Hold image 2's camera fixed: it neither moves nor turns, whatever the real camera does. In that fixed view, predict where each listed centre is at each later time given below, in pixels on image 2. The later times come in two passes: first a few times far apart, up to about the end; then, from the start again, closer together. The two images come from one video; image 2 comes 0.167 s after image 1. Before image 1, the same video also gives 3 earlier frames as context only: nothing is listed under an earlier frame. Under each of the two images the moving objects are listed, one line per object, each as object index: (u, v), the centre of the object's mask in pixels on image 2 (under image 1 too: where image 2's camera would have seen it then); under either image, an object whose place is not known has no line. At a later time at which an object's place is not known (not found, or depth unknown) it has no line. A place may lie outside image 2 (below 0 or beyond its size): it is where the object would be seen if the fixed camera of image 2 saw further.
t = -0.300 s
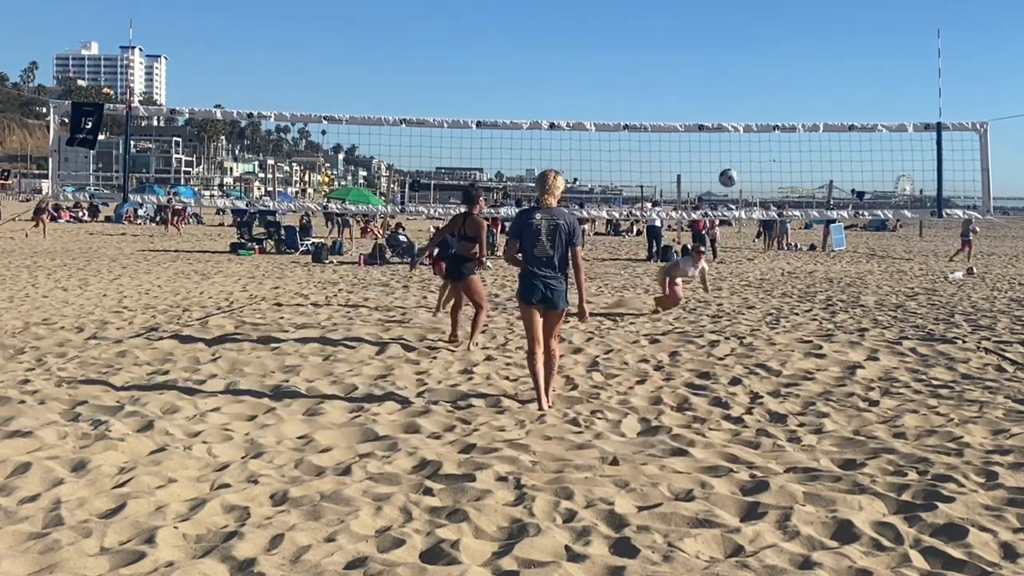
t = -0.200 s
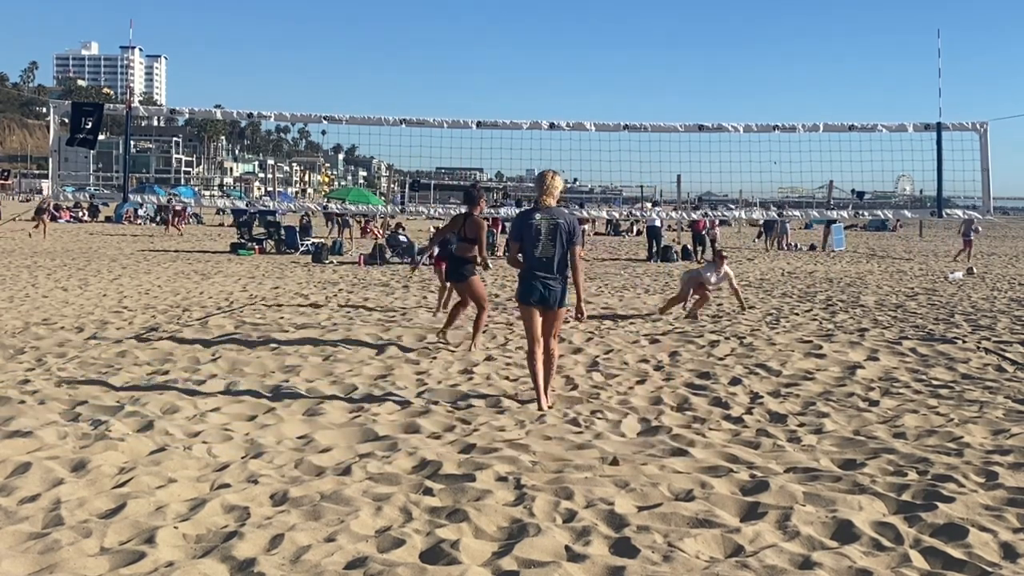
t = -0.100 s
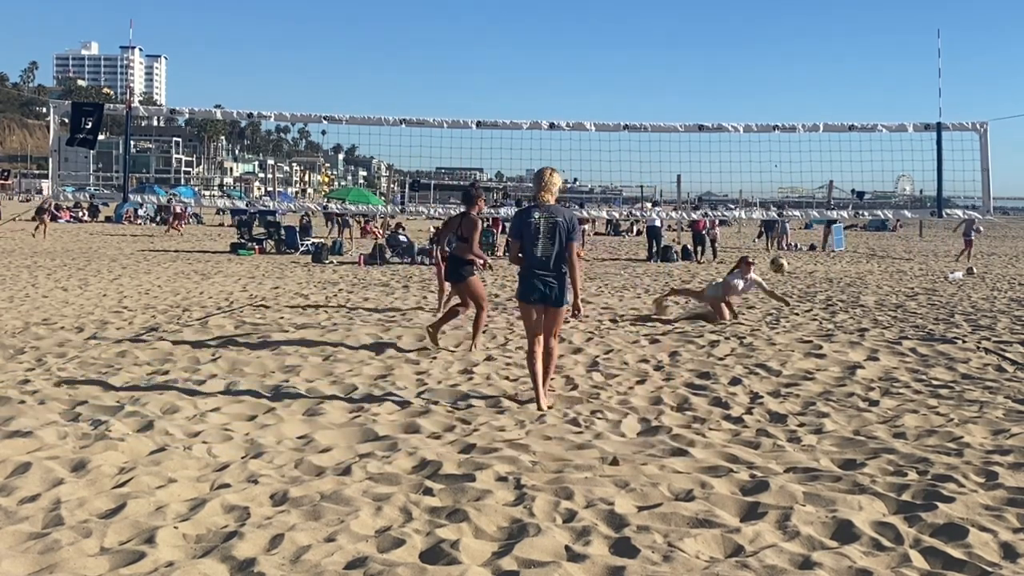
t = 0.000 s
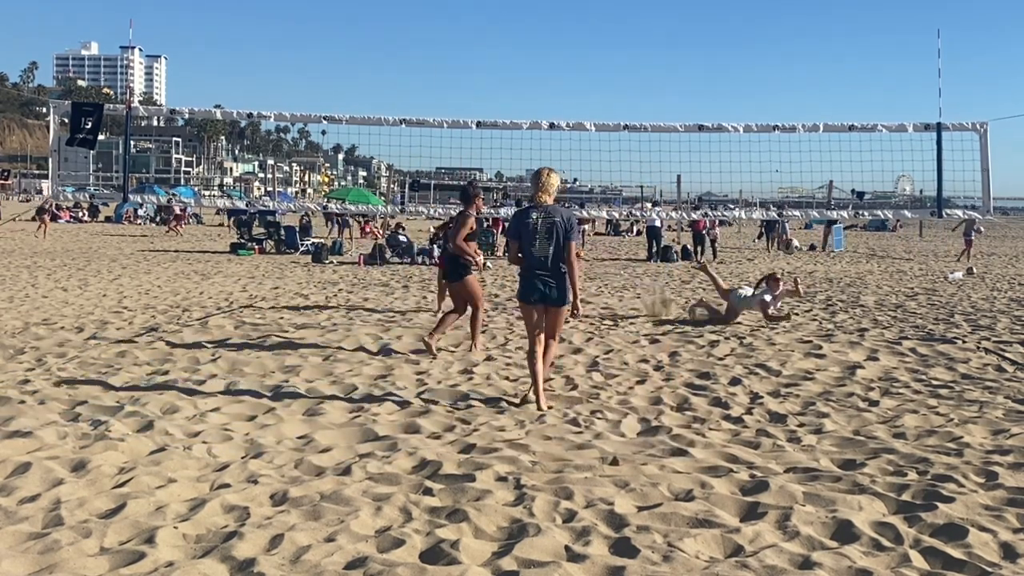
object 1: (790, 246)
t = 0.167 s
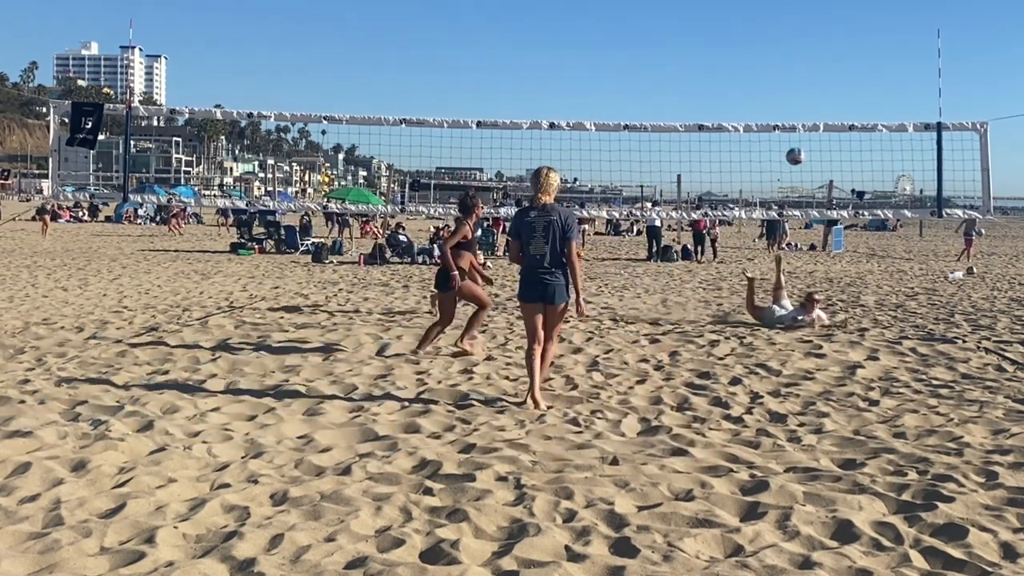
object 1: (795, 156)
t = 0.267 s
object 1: (797, 114)
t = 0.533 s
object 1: (803, 42)
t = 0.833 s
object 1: (805, 31)
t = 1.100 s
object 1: (804, 81)
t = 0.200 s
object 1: (795, 141)
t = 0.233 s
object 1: (796, 127)
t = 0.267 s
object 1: (797, 114)
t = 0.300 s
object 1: (798, 102)
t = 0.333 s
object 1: (799, 90)
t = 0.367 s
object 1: (799, 80)
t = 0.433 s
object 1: (801, 62)
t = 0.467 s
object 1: (801, 54)
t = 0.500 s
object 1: (802, 47)
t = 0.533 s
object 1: (803, 42)
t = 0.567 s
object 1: (803, 37)
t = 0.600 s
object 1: (803, 33)
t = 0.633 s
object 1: (804, 30)
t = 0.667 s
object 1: (804, 28)
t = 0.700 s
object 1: (804, 27)
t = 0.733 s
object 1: (804, 26)
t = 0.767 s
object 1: (805, 27)
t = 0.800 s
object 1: (805, 28)
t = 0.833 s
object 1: (805, 31)
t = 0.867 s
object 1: (805, 34)
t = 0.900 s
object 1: (805, 38)
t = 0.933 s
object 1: (805, 43)
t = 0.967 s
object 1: (805, 49)
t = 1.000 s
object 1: (805, 56)
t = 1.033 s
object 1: (805, 63)
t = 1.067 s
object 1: (805, 72)
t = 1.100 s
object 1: (804, 81)
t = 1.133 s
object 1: (804, 91)
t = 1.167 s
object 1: (804, 102)
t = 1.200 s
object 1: (804, 113)
